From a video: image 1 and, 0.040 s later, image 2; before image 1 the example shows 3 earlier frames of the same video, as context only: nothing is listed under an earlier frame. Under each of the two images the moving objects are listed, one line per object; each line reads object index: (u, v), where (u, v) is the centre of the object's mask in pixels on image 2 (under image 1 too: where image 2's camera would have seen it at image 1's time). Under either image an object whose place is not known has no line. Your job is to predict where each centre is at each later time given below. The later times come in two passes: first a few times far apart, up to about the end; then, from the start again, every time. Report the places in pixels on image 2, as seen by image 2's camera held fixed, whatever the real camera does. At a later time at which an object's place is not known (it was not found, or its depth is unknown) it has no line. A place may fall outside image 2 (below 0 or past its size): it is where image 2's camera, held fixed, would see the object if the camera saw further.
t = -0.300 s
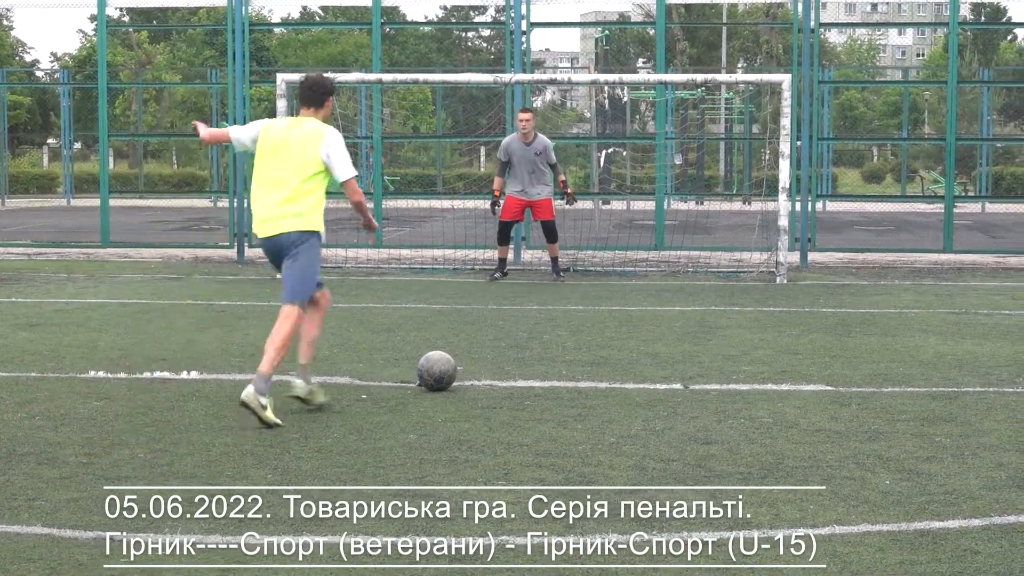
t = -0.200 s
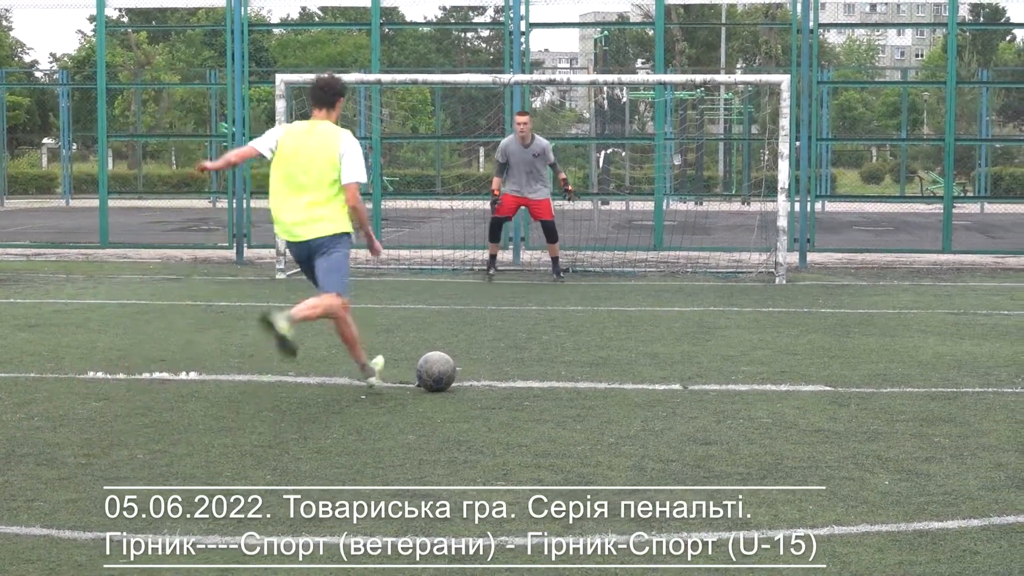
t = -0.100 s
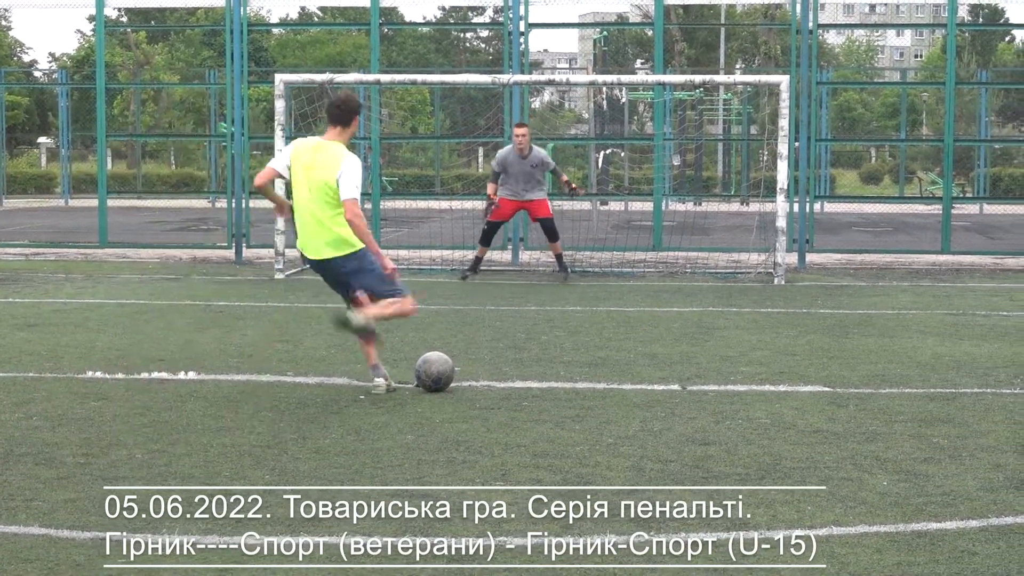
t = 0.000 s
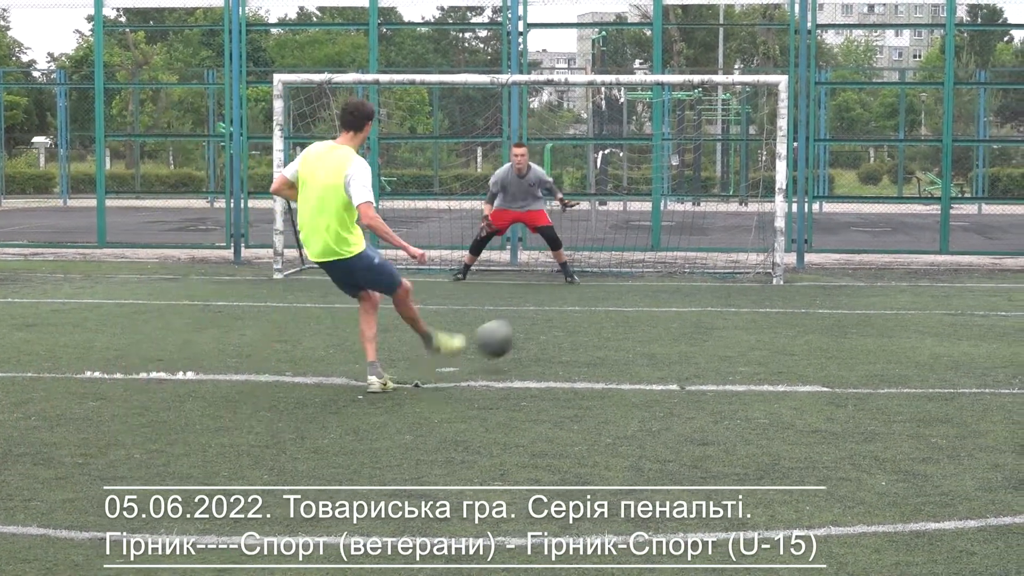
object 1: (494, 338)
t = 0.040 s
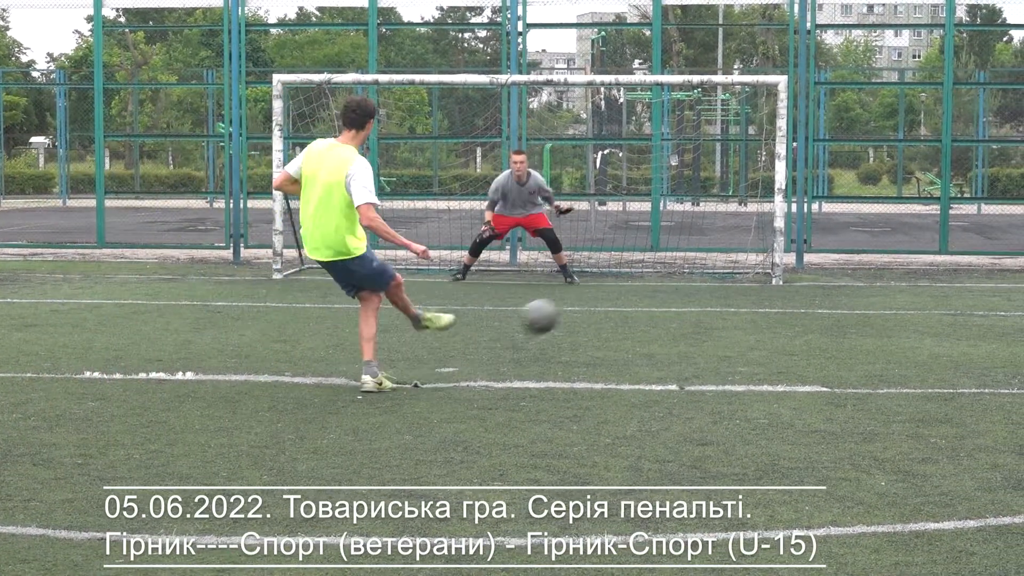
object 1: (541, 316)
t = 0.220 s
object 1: (672, 266)
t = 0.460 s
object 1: (749, 262)
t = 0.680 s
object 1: (711, 196)
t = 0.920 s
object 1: (645, 202)
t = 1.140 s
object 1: (655, 253)
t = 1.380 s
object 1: (690, 242)
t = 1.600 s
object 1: (724, 250)
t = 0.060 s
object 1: (560, 307)
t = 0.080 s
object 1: (578, 299)
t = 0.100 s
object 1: (596, 291)
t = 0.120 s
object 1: (611, 285)
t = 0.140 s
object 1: (626, 279)
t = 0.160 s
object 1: (638, 275)
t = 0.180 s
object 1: (652, 270)
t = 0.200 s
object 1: (663, 267)
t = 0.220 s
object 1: (672, 266)
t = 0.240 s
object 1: (681, 264)
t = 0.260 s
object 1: (690, 263)
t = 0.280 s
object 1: (698, 262)
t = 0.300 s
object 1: (706, 262)
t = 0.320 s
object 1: (714, 262)
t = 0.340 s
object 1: (720, 263)
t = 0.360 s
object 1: (726, 264)
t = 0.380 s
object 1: (731, 266)
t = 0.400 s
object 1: (736, 269)
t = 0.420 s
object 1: (741, 272)
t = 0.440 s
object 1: (746, 269)
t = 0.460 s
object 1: (749, 262)
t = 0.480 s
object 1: (750, 254)
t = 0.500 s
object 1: (752, 244)
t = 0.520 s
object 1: (753, 235)
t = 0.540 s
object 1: (751, 227)
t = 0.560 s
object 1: (749, 222)
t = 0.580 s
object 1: (744, 215)
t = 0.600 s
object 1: (737, 210)
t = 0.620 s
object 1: (731, 206)
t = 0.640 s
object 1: (724, 202)
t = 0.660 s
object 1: (717, 198)
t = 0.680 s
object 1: (711, 196)
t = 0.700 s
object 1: (702, 193)
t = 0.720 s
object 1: (697, 191)
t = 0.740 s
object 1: (692, 189)
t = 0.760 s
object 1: (685, 187)
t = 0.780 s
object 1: (680, 187)
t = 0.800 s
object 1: (674, 189)
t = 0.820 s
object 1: (668, 190)
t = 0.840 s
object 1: (664, 191)
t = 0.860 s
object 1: (659, 193)
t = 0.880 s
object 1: (654, 195)
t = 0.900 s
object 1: (648, 199)
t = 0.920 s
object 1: (645, 202)
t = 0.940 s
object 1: (642, 206)
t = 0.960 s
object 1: (641, 210)
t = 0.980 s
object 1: (640, 215)
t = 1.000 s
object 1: (641, 221)
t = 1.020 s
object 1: (642, 223)
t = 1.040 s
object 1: (643, 227)
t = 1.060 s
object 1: (645, 232)
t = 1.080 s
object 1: (647, 238)
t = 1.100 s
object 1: (650, 243)
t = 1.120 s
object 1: (652, 248)
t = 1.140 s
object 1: (655, 253)
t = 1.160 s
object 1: (659, 260)
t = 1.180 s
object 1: (662, 265)
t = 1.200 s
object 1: (664, 268)
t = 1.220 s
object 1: (667, 266)
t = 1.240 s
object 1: (671, 261)
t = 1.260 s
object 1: (673, 257)
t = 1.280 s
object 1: (676, 253)
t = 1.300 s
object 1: (679, 250)
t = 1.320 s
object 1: (681, 248)
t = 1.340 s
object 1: (686, 245)
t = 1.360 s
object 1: (688, 244)
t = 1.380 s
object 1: (690, 242)
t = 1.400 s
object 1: (694, 241)
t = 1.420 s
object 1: (697, 241)
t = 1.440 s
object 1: (699, 240)
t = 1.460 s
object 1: (703, 240)
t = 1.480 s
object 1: (705, 240)
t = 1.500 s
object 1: (708, 241)
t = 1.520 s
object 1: (712, 242)
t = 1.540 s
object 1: (715, 243)
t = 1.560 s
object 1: (717, 245)
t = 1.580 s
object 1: (721, 248)
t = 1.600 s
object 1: (724, 250)
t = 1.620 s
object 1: (727, 253)
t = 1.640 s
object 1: (730, 256)
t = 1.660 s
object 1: (733, 260)
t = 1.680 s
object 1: (737, 265)
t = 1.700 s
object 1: (739, 270)
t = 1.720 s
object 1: (742, 273)
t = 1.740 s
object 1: (745, 271)
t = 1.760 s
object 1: (748, 266)
